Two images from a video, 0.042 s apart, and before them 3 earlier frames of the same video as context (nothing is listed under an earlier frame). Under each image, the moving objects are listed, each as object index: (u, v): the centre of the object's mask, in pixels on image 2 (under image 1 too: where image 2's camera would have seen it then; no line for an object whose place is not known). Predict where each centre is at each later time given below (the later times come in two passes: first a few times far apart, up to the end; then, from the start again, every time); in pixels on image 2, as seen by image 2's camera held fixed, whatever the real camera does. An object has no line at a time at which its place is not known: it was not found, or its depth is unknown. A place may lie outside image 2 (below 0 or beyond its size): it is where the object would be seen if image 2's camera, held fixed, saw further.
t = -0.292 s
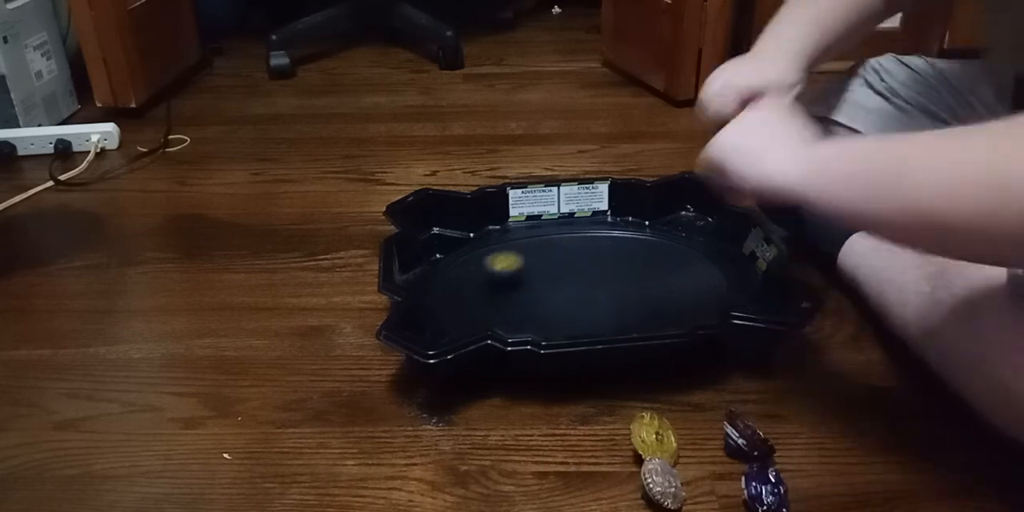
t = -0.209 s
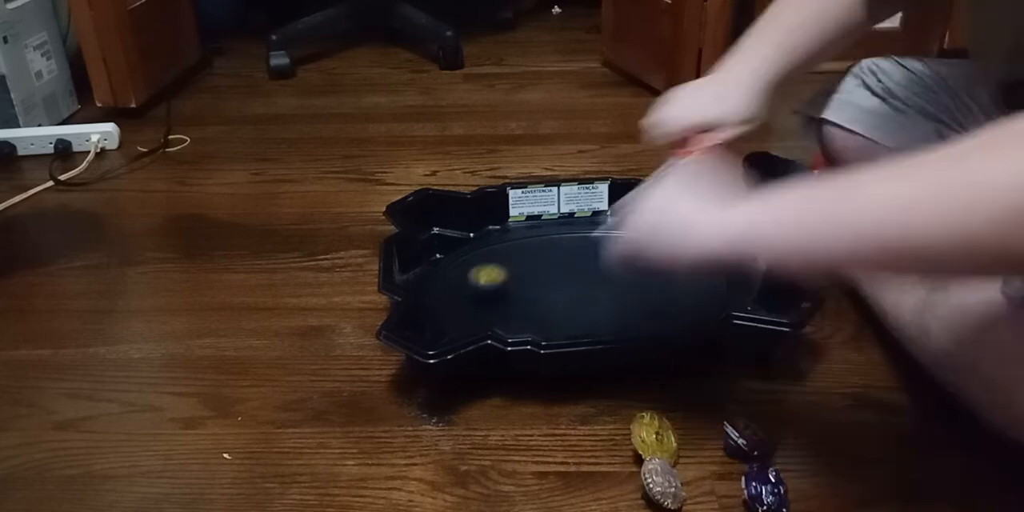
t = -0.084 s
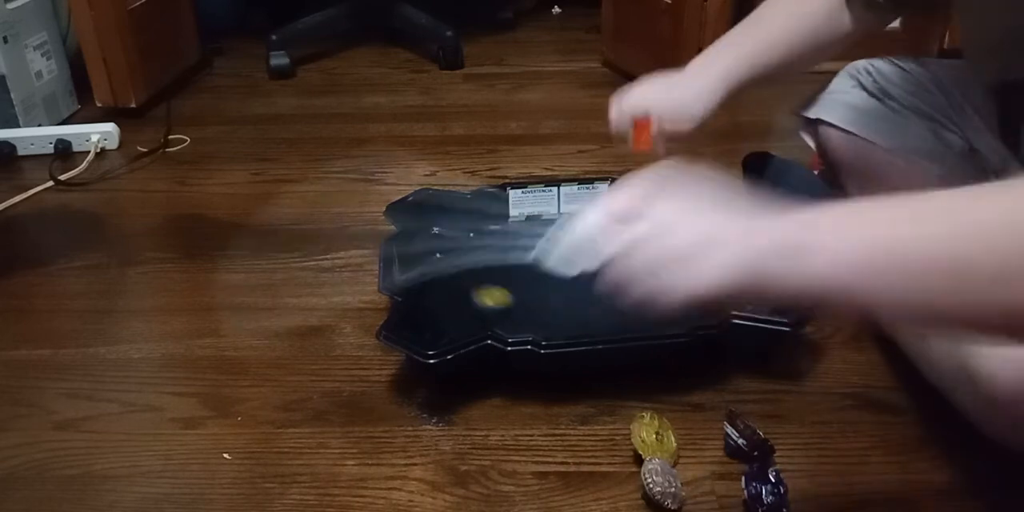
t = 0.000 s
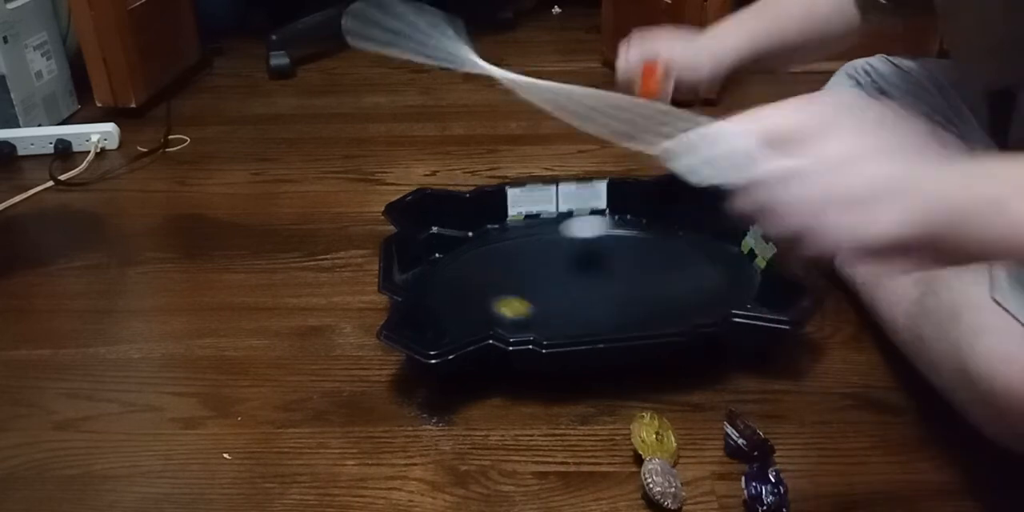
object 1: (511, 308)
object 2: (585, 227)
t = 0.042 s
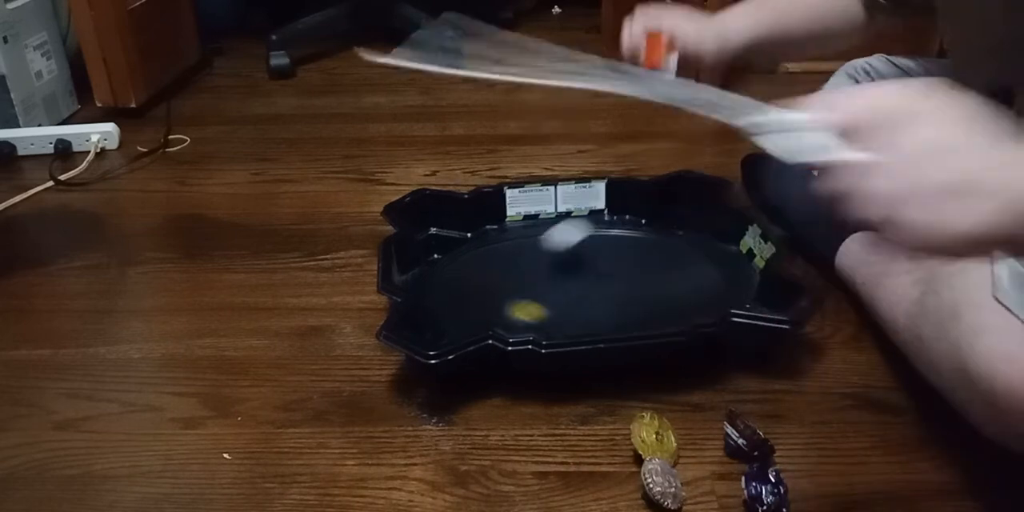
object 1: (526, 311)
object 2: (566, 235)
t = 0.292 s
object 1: (623, 298)
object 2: (490, 279)
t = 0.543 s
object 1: (615, 251)
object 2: (505, 293)
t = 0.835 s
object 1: (536, 227)
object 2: (517, 270)
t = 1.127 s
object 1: (480, 245)
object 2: (562, 287)
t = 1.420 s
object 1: (555, 280)
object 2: (530, 325)
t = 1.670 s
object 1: (635, 265)
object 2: (445, 291)
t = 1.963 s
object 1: (646, 231)
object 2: (578, 248)
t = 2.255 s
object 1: (682, 209)
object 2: (566, 324)
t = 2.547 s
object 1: (649, 257)
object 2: (494, 302)
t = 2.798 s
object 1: (621, 291)
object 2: (549, 278)
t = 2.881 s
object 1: (641, 296)
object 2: (535, 274)
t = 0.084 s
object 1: (543, 314)
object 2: (548, 252)
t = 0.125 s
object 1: (561, 315)
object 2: (531, 257)
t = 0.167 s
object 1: (580, 314)
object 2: (517, 264)
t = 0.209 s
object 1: (598, 310)
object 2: (505, 269)
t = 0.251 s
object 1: (612, 305)
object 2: (496, 274)
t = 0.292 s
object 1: (623, 298)
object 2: (490, 279)
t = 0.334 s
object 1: (631, 292)
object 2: (487, 283)
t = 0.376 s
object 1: (634, 283)
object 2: (487, 287)
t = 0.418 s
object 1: (634, 274)
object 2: (489, 290)
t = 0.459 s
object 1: (631, 266)
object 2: (493, 292)
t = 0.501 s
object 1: (624, 259)
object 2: (499, 293)
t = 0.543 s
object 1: (615, 251)
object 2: (505, 293)
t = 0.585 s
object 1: (604, 246)
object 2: (512, 291)
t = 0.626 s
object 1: (589, 241)
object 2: (518, 287)
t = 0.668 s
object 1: (575, 239)
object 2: (524, 283)
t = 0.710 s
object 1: (560, 238)
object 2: (527, 277)
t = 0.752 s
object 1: (546, 239)
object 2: (529, 269)
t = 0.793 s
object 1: (540, 231)
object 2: (524, 268)
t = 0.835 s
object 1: (536, 227)
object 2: (517, 270)
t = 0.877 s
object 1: (527, 224)
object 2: (512, 268)
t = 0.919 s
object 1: (517, 227)
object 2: (508, 265)
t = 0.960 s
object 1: (508, 229)
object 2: (509, 261)
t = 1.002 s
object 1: (495, 229)
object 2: (520, 263)
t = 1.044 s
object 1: (487, 234)
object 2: (536, 269)
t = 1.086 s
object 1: (481, 239)
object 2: (550, 278)
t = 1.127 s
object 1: (480, 245)
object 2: (562, 287)
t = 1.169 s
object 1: (483, 251)
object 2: (569, 297)
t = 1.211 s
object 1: (491, 259)
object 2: (571, 307)
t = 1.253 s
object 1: (501, 265)
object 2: (569, 315)
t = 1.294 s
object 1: (513, 271)
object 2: (563, 320)
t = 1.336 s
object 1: (526, 275)
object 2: (555, 324)
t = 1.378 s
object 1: (540, 278)
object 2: (544, 325)
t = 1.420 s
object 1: (555, 280)
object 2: (530, 325)
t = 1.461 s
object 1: (569, 279)
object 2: (516, 324)
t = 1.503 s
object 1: (585, 278)
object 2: (499, 322)
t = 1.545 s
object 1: (600, 277)
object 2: (481, 319)
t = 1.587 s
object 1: (613, 274)
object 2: (466, 314)
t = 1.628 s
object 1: (624, 270)
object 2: (452, 304)
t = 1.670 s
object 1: (635, 265)
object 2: (445, 291)
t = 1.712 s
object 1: (643, 260)
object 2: (446, 279)
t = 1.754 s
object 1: (651, 254)
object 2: (455, 268)
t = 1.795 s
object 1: (655, 246)
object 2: (471, 259)
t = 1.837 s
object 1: (657, 240)
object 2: (492, 253)
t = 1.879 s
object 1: (657, 236)
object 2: (519, 249)
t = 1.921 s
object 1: (653, 232)
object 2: (548, 248)
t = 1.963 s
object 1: (646, 231)
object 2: (578, 248)
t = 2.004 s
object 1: (642, 230)
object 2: (606, 254)
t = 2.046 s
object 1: (661, 210)
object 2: (608, 276)
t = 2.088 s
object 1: (680, 198)
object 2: (607, 299)
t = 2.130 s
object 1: (686, 197)
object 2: (604, 314)
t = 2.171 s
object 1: (682, 203)
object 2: (596, 321)
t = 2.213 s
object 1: (679, 206)
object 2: (579, 323)
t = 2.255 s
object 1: (682, 209)
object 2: (566, 324)
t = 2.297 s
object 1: (685, 213)
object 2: (549, 326)
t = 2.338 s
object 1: (687, 217)
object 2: (534, 324)
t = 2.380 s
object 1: (687, 223)
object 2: (519, 321)
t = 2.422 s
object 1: (685, 232)
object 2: (506, 317)
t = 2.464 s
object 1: (675, 243)
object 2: (497, 312)
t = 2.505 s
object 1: (661, 250)
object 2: (493, 307)
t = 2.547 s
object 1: (649, 257)
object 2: (494, 302)
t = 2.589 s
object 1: (638, 264)
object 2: (500, 297)
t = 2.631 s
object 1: (627, 271)
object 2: (511, 292)
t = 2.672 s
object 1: (616, 278)
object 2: (526, 288)
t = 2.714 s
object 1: (607, 283)
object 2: (543, 286)
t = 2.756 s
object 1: (602, 288)
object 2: (558, 282)
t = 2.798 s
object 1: (621, 291)
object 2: (549, 278)
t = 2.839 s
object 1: (635, 294)
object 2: (540, 278)
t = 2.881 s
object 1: (641, 296)
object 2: (535, 274)
